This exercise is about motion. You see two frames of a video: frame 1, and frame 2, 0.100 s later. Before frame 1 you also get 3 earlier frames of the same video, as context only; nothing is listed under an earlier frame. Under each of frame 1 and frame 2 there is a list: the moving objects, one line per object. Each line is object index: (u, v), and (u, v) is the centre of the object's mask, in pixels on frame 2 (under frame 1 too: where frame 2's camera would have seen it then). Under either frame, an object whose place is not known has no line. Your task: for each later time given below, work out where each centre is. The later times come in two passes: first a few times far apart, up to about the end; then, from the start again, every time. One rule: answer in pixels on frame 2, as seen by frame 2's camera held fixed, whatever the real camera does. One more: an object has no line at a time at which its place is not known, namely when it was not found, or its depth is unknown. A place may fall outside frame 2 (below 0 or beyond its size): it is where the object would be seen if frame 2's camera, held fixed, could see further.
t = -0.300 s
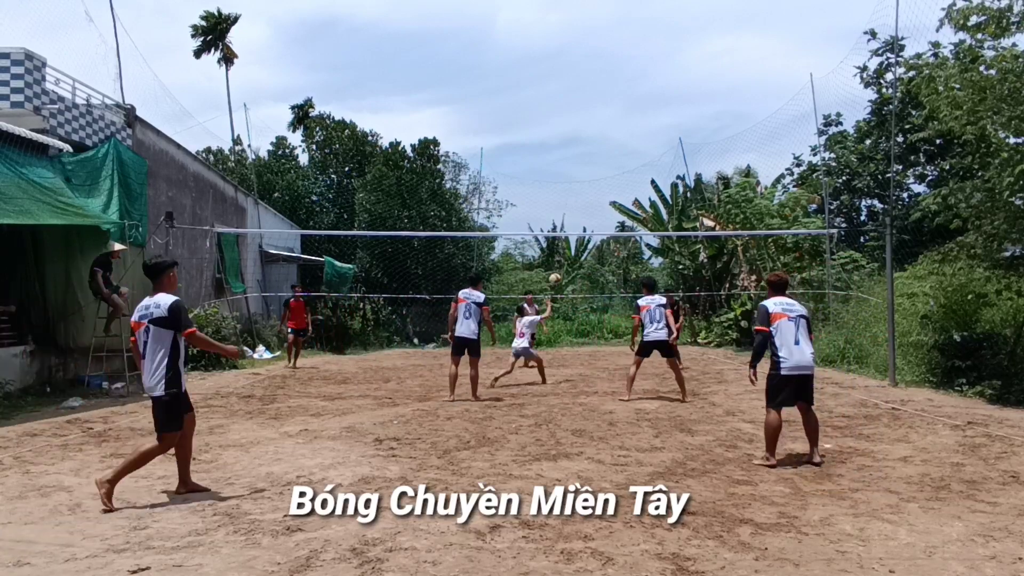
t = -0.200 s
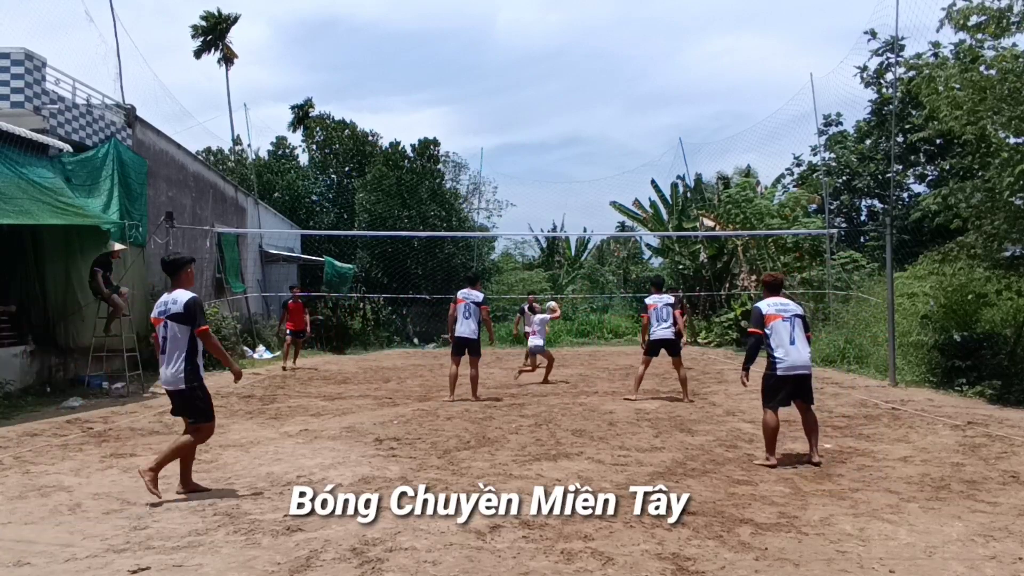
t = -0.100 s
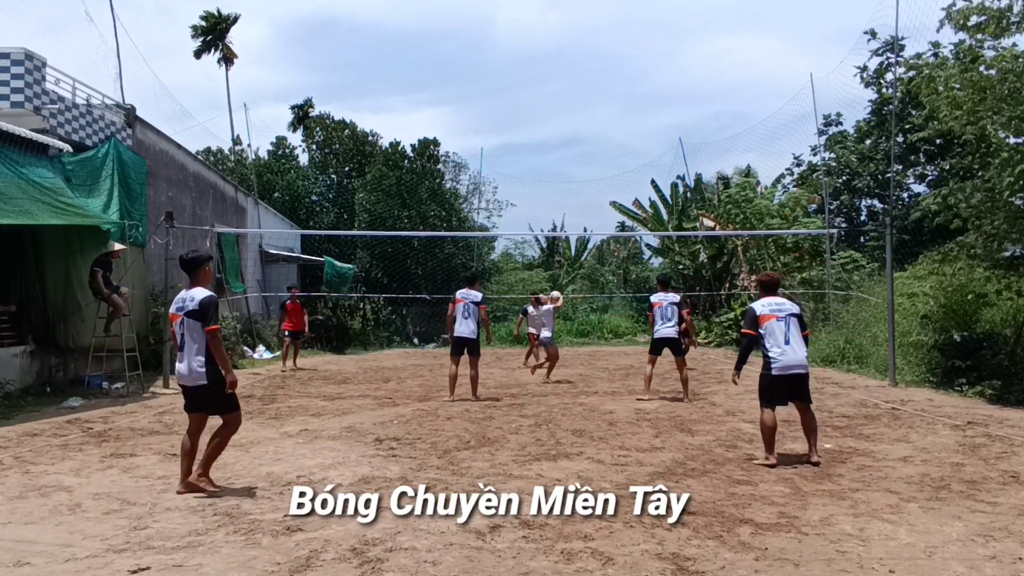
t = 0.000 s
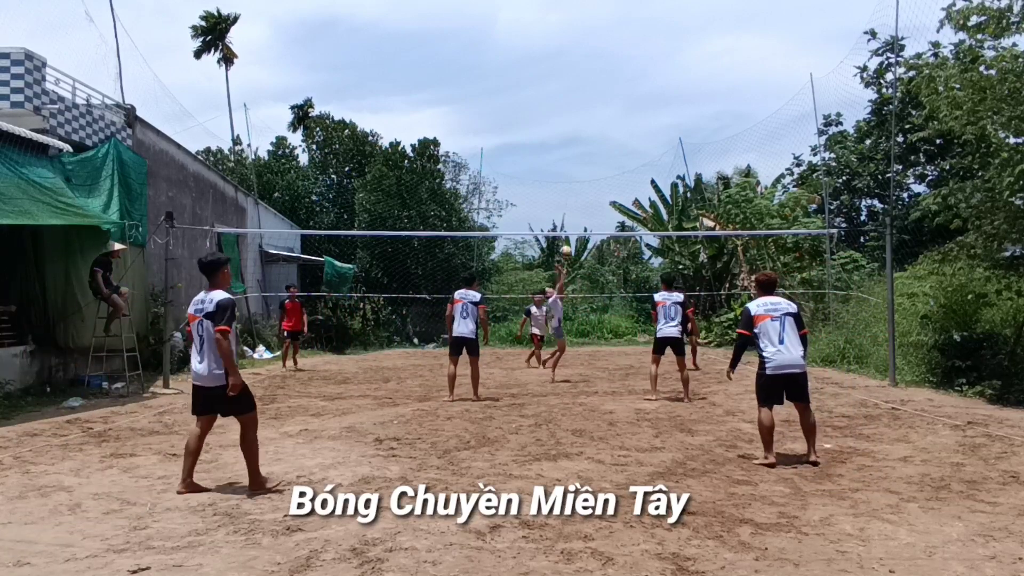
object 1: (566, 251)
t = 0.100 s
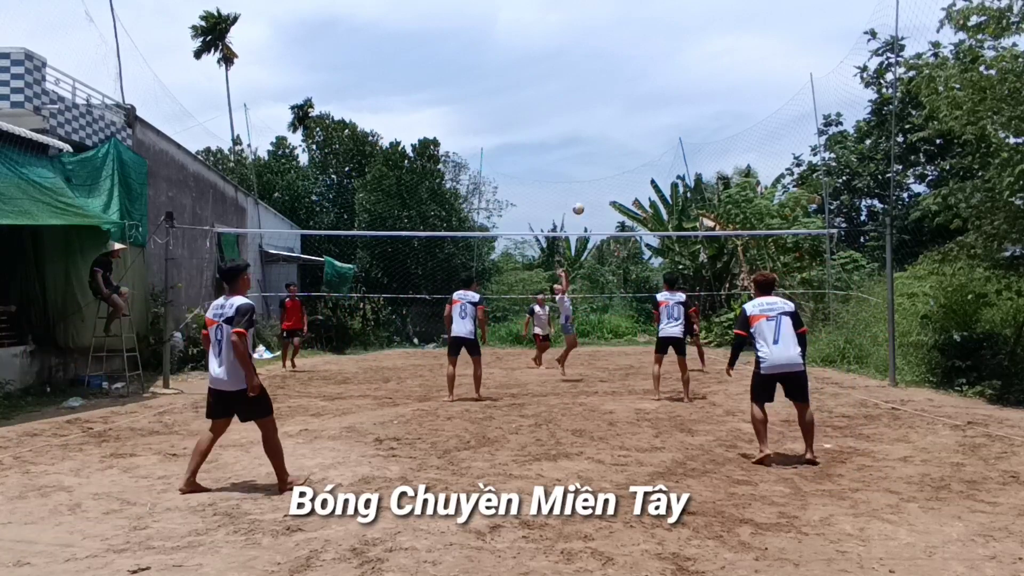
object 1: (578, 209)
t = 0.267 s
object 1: (598, 150)
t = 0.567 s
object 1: (633, 84)
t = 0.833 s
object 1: (663, 68)
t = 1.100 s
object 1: (694, 92)
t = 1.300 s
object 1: (716, 135)
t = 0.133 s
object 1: (582, 195)
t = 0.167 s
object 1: (586, 183)
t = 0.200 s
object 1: (590, 171)
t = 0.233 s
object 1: (594, 160)
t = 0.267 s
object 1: (598, 150)
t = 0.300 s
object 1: (602, 141)
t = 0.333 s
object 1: (606, 131)
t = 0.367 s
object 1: (610, 123)
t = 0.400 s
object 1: (614, 115)
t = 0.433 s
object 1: (618, 107)
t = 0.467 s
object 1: (622, 100)
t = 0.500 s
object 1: (625, 95)
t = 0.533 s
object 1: (629, 89)
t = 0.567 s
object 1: (633, 84)
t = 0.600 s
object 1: (636, 80)
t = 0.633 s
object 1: (640, 77)
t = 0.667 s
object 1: (644, 74)
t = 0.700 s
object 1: (648, 71)
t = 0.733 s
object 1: (652, 69)
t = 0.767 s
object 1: (655, 68)
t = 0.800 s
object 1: (659, 68)
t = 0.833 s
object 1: (663, 68)
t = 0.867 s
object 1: (667, 69)
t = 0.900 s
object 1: (671, 70)
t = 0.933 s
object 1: (674, 72)
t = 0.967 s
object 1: (678, 75)
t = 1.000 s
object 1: (682, 78)
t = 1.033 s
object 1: (686, 82)
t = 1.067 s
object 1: (689, 87)
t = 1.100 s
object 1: (694, 92)
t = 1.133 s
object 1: (697, 97)
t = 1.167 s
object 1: (701, 104)
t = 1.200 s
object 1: (705, 111)
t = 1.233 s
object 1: (708, 119)
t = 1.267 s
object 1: (712, 127)
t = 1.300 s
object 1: (716, 135)
